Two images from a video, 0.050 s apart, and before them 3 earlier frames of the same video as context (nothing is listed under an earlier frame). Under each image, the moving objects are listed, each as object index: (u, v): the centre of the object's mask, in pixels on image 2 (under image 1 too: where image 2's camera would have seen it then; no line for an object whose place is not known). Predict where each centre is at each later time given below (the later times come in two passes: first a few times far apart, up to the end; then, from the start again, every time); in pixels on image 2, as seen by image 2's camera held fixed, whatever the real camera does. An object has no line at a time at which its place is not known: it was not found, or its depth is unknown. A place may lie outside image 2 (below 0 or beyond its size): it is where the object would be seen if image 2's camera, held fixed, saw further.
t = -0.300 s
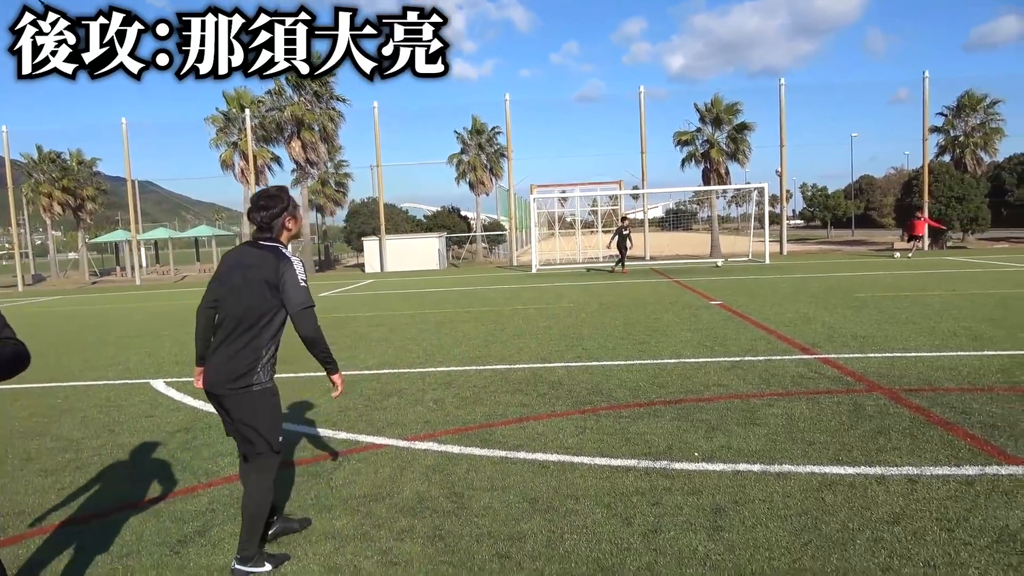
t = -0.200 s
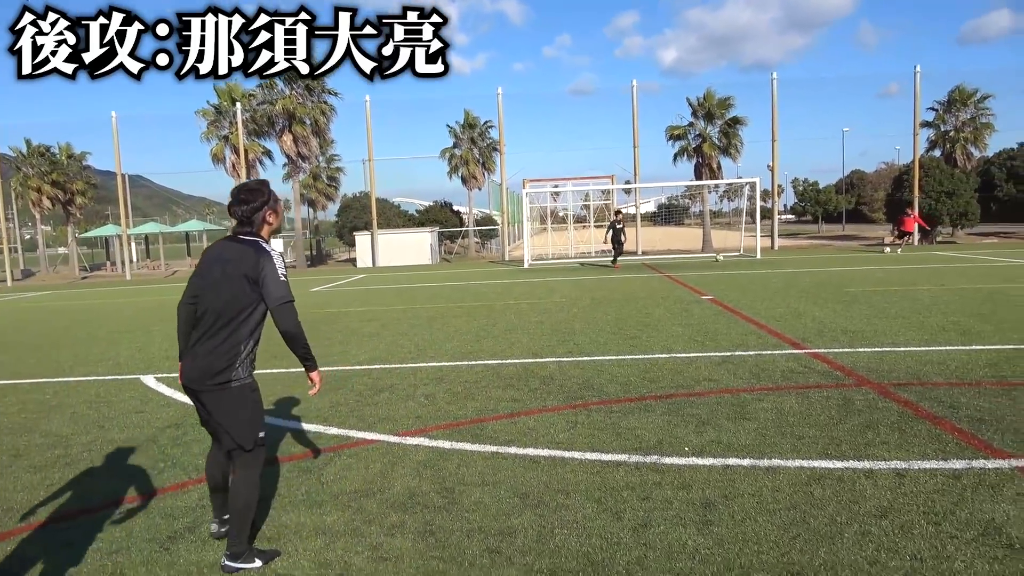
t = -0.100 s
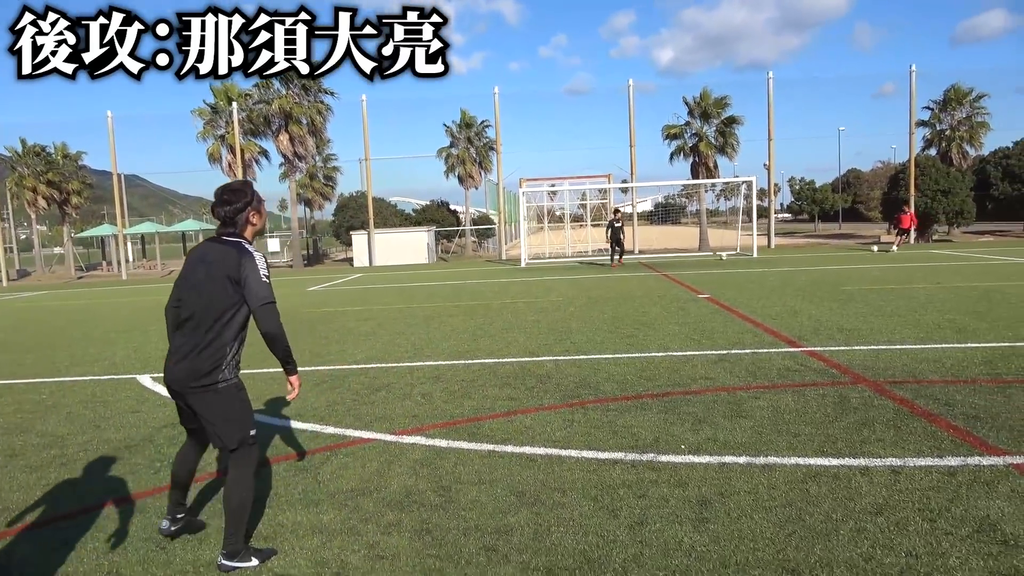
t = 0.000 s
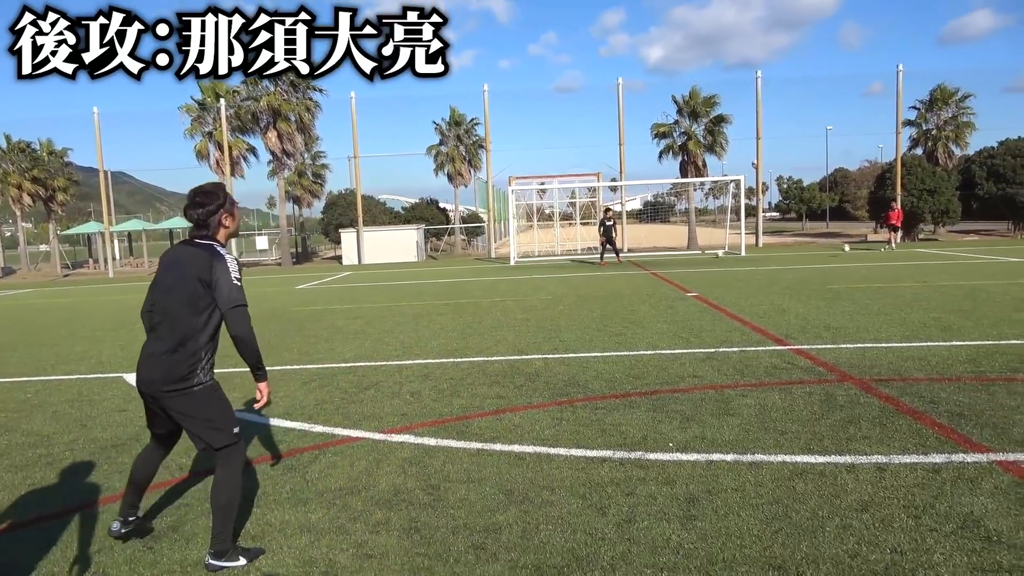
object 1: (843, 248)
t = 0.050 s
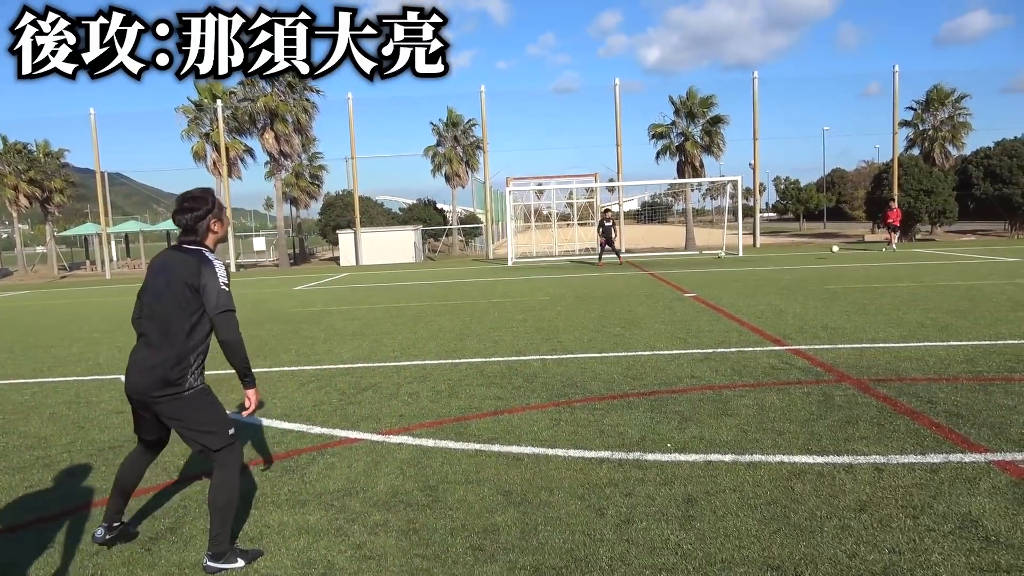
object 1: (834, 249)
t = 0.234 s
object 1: (798, 255)
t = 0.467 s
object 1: (738, 278)
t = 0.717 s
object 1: (660, 292)
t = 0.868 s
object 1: (606, 300)
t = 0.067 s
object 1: (831, 250)
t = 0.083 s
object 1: (828, 250)
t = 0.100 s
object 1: (825, 250)
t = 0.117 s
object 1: (822, 250)
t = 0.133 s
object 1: (819, 251)
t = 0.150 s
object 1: (815, 252)
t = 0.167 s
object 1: (812, 253)
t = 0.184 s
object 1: (808, 253)
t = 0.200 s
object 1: (805, 254)
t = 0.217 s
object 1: (801, 255)
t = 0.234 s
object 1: (798, 255)
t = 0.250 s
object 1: (794, 256)
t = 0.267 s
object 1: (790, 258)
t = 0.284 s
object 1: (786, 258)
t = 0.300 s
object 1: (782, 260)
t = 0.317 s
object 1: (778, 261)
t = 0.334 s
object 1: (775, 263)
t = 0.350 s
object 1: (770, 264)
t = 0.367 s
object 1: (765, 266)
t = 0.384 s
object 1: (761, 268)
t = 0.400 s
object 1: (757, 269)
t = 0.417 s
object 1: (752, 271)
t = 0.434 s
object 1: (748, 274)
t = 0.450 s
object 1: (743, 276)
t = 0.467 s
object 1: (738, 278)
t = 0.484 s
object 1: (733, 278)
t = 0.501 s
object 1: (729, 278)
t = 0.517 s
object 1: (724, 278)
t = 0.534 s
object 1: (720, 278)
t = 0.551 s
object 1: (715, 279)
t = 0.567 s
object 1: (710, 279)
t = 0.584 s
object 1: (705, 280)
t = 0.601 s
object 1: (700, 280)
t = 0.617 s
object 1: (695, 281)
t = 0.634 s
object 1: (689, 282)
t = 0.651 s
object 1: (684, 284)
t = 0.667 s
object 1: (678, 285)
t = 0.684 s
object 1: (672, 287)
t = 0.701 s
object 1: (666, 290)
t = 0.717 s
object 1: (660, 292)
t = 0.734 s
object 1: (654, 295)
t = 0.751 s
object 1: (647, 298)
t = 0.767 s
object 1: (641, 300)
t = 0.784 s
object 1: (635, 300)
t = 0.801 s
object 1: (629, 300)
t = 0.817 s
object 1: (623, 300)
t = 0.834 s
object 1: (617, 300)
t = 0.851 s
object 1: (612, 300)
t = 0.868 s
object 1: (606, 300)
